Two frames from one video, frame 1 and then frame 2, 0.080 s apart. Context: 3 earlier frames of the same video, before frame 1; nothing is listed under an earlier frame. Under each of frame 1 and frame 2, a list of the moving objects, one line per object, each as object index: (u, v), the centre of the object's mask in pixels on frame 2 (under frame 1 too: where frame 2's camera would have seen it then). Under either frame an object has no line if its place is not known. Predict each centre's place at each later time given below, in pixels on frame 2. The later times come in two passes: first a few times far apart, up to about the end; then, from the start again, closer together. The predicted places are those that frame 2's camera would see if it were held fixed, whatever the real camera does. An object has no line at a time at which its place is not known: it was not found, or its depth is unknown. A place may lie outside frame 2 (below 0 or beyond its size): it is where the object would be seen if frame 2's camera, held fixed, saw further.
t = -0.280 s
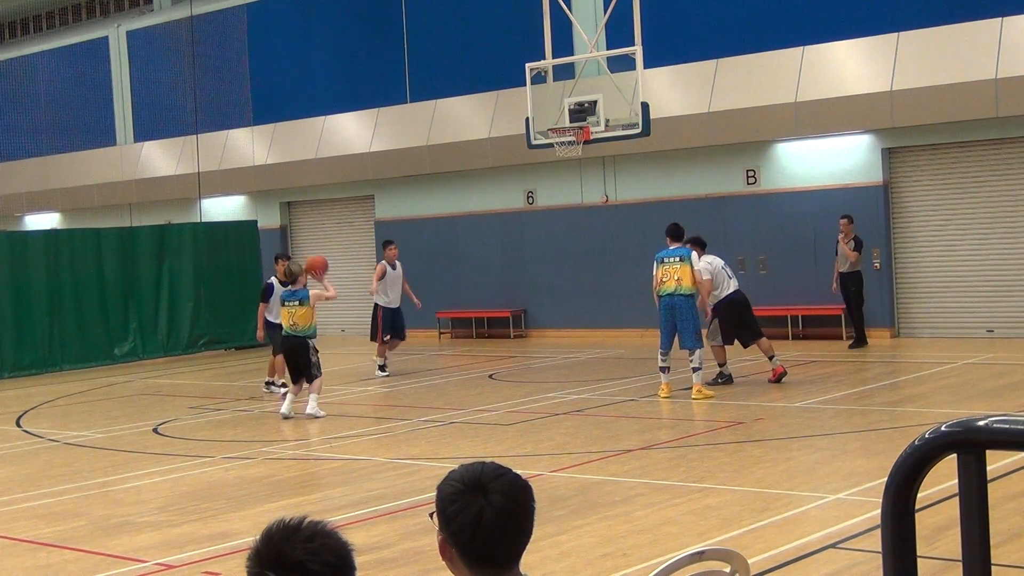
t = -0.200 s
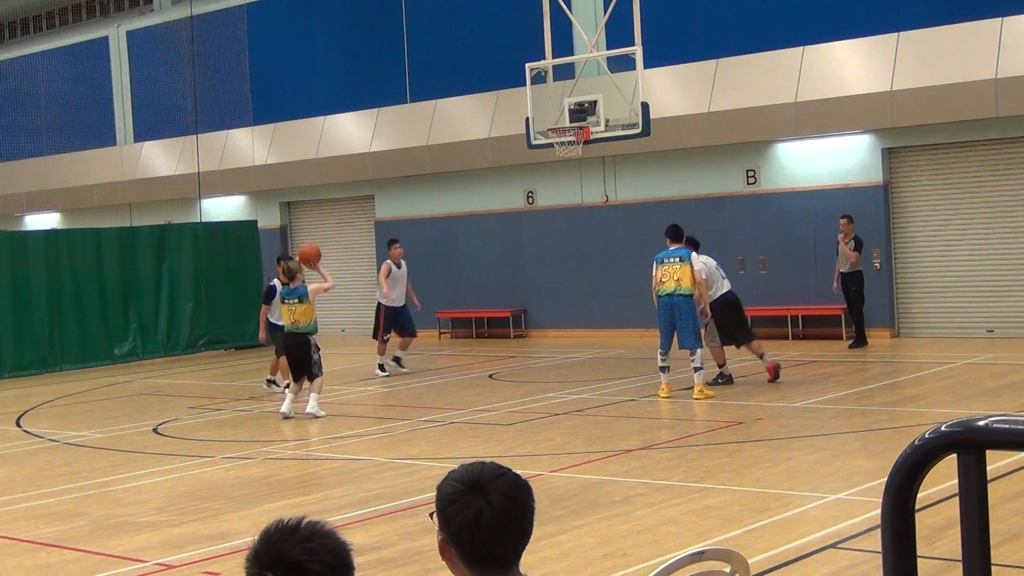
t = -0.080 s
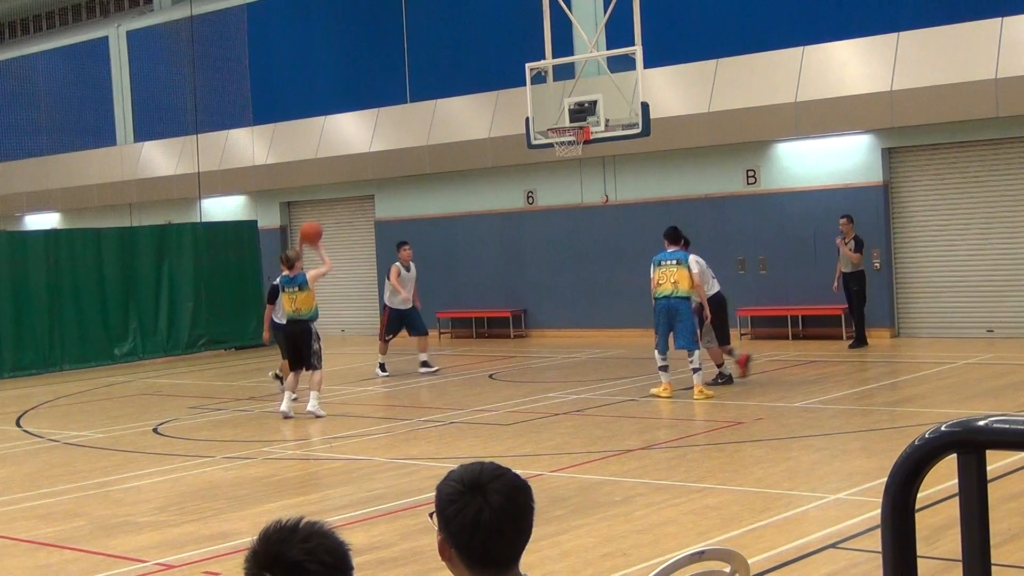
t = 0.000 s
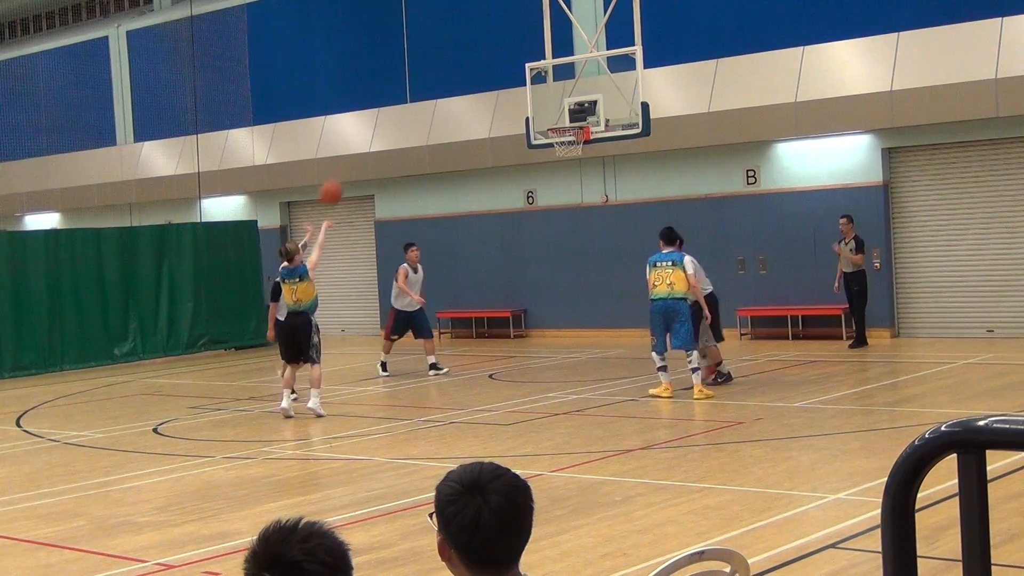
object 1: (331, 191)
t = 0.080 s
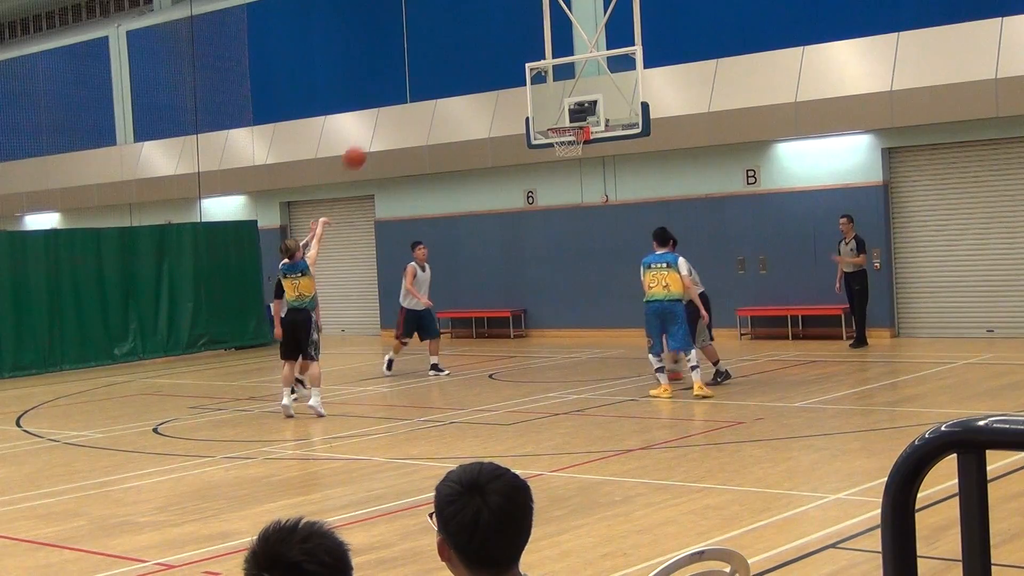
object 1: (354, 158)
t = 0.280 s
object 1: (412, 96)
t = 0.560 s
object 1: (487, 73)
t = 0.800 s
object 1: (548, 103)
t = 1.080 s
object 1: (567, 115)
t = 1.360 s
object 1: (572, 99)
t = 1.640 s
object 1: (563, 119)
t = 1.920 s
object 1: (573, 123)
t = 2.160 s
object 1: (554, 151)
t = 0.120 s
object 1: (366, 141)
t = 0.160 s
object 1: (378, 128)
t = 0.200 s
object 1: (389, 115)
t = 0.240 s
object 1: (400, 105)
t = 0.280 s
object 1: (412, 96)
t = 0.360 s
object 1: (433, 82)
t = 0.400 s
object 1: (445, 78)
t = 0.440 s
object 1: (456, 75)
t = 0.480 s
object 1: (466, 73)
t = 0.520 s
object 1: (477, 72)
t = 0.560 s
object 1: (487, 73)
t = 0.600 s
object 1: (498, 75)
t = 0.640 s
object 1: (508, 78)
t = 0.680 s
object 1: (517, 82)
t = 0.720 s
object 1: (527, 87)
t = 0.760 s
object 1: (538, 95)
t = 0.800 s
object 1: (548, 103)
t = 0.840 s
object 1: (558, 111)
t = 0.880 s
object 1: (568, 119)
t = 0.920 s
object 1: (567, 122)
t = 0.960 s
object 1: (563, 123)
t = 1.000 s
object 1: (565, 121)
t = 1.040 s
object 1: (566, 120)
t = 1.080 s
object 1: (567, 115)
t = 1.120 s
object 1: (568, 109)
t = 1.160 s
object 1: (568, 104)
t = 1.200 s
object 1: (569, 101)
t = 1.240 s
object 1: (570, 99)
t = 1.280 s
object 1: (570, 98)
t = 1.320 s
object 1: (571, 98)
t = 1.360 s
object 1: (572, 99)
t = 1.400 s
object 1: (573, 103)
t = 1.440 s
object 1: (575, 107)
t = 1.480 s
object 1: (576, 111)
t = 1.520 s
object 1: (577, 117)
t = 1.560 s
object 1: (574, 118)
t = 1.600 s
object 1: (569, 118)
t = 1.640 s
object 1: (563, 119)
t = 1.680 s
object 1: (558, 121)
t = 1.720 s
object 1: (557, 122)
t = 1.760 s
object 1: (561, 120)
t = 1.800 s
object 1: (565, 120)
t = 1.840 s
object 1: (569, 120)
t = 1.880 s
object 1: (573, 121)
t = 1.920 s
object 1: (573, 123)
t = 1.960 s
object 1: (569, 123)
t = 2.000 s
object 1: (566, 126)
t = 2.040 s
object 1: (563, 136)
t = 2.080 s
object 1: (559, 141)
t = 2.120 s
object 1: (556, 145)
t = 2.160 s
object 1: (554, 151)
